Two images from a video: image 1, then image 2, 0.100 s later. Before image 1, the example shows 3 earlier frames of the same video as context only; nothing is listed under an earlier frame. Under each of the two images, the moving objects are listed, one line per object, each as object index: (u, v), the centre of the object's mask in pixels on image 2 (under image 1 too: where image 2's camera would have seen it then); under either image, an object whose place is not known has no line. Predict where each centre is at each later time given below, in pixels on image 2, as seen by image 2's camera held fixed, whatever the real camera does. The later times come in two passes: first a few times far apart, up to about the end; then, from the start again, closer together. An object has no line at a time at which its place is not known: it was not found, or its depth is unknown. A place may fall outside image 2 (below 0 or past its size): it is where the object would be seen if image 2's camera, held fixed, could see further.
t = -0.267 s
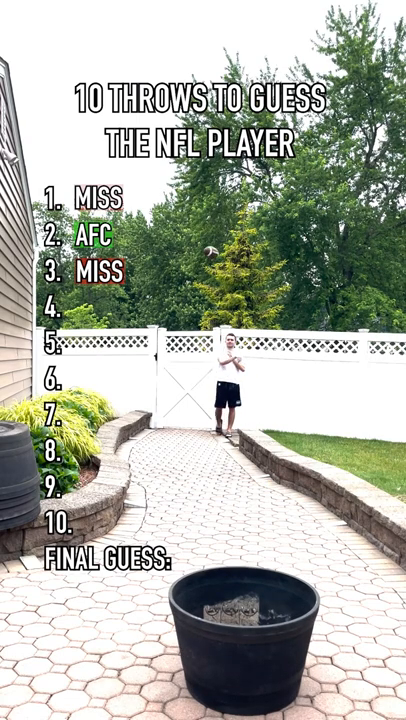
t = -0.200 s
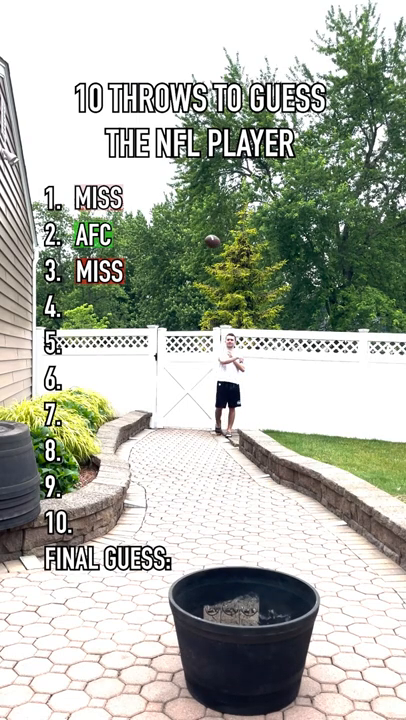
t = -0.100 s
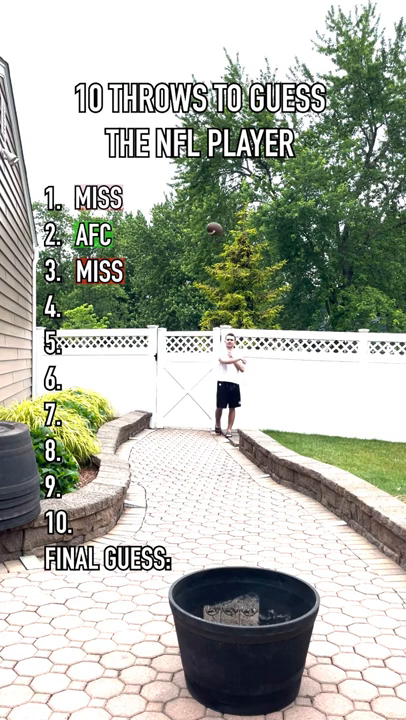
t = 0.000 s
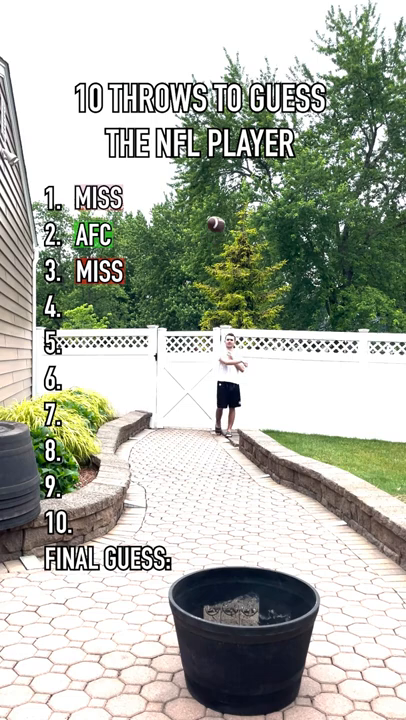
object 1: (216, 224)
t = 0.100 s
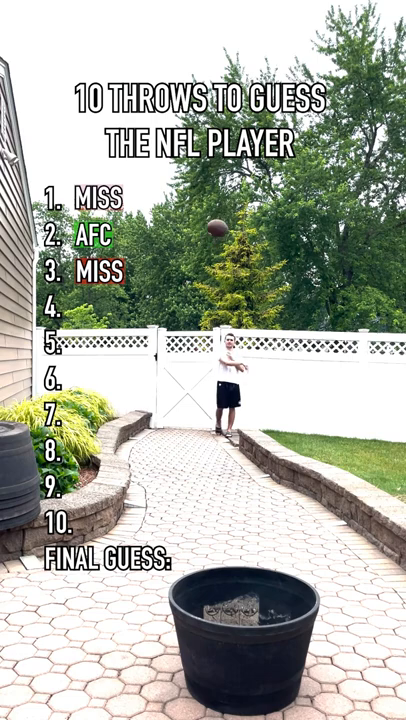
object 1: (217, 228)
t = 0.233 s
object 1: (218, 253)
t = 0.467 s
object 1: (216, 395)
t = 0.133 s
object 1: (218, 232)
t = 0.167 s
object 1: (218, 237)
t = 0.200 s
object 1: (218, 244)
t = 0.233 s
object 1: (218, 253)
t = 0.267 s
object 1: (218, 264)
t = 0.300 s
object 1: (218, 278)
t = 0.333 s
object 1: (218, 294)
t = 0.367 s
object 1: (218, 313)
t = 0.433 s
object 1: (217, 363)
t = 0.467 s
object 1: (216, 395)
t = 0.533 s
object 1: (213, 479)
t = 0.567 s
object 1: (211, 533)
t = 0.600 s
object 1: (210, 596)
